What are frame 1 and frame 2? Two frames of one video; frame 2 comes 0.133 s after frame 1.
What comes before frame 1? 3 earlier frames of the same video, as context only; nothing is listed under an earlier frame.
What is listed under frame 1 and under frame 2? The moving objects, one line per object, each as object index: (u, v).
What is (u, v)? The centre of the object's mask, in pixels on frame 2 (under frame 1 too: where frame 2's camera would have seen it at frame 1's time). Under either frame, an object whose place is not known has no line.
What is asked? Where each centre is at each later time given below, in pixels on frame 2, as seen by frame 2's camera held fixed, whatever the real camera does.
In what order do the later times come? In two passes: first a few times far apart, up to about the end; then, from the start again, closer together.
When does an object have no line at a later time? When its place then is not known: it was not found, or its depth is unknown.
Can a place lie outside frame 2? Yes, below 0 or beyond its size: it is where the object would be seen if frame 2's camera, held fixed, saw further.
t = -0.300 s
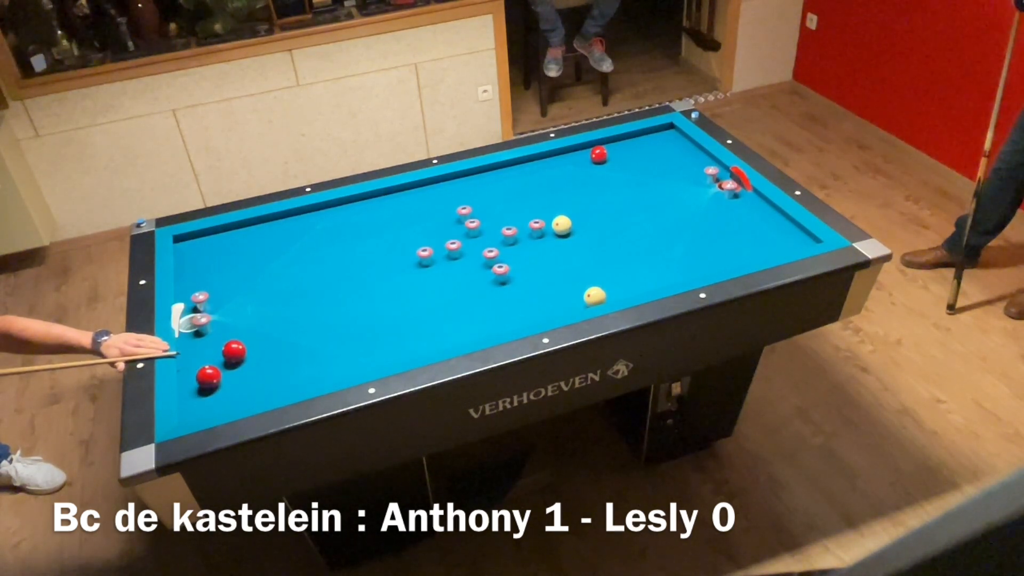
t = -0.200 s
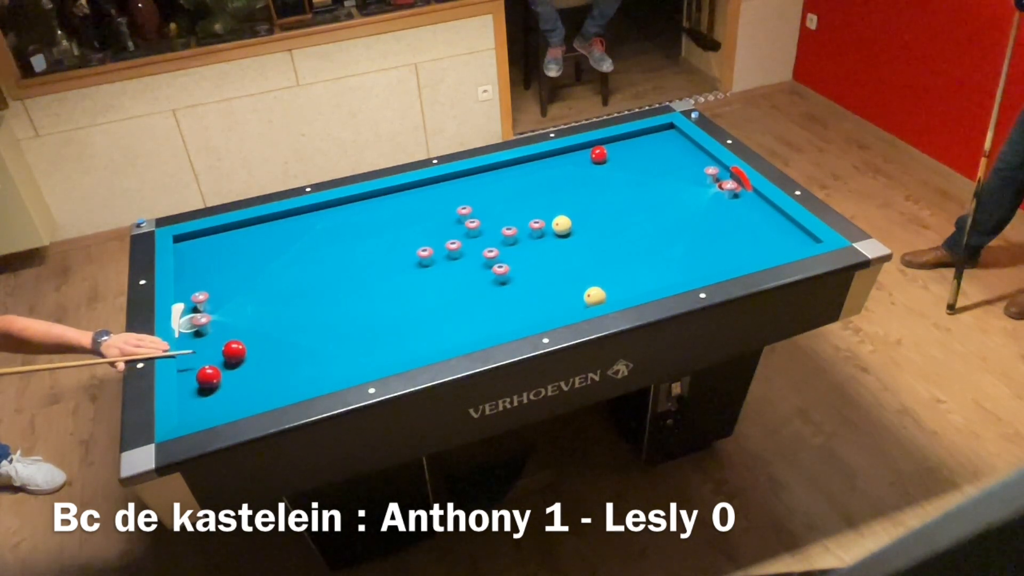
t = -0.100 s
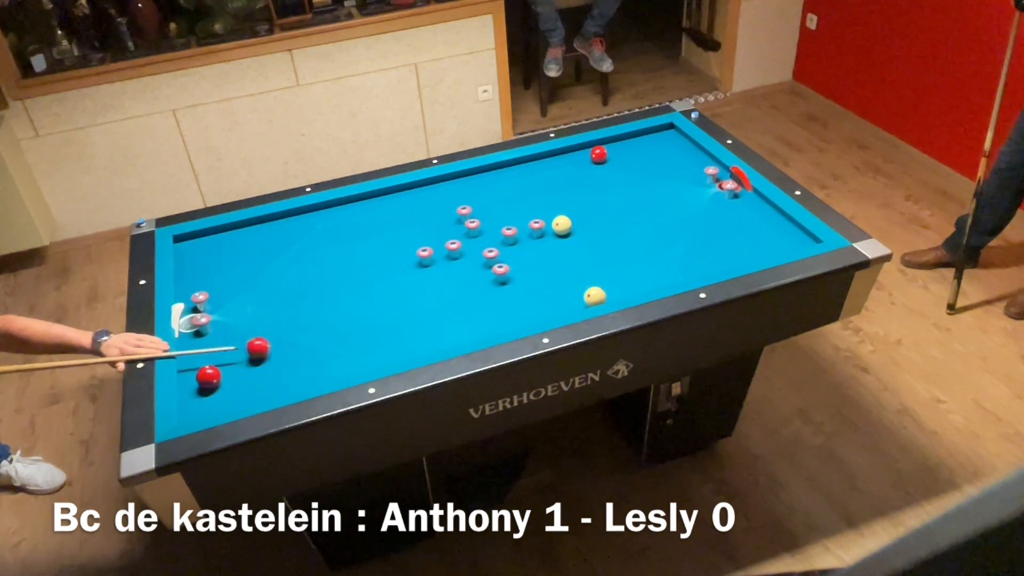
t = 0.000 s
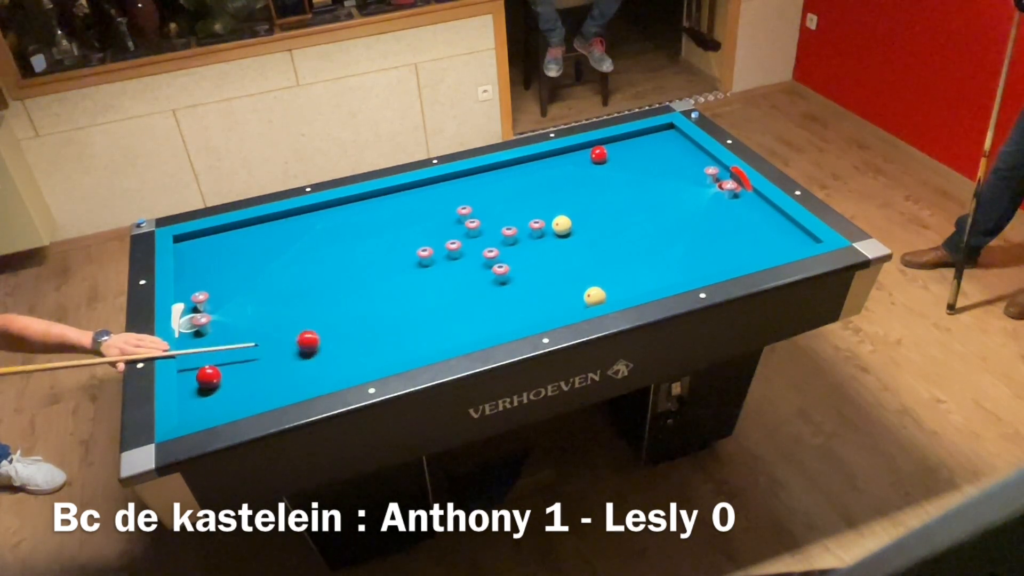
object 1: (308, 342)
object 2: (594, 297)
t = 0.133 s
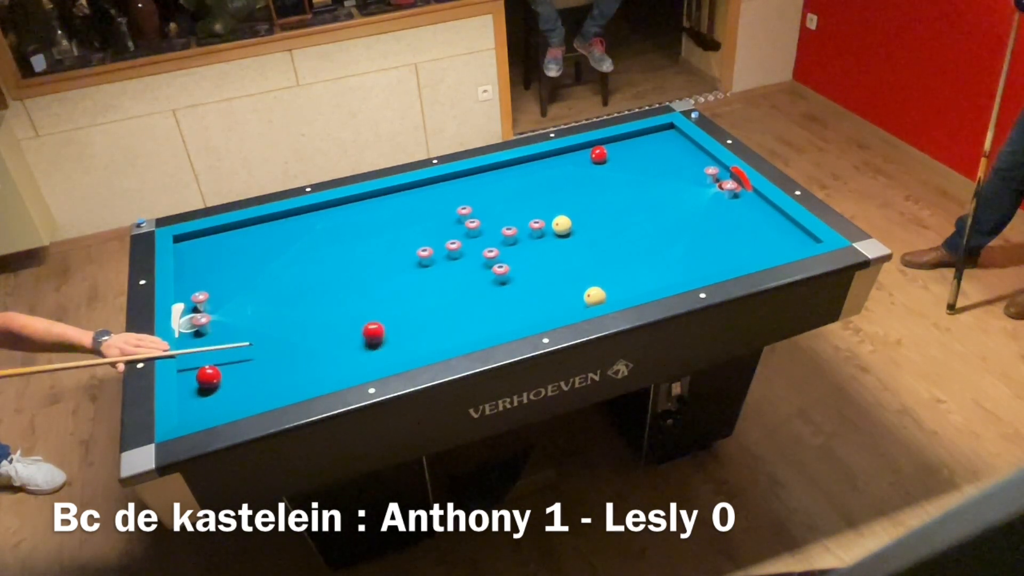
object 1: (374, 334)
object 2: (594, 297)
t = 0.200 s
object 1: (406, 329)
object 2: (594, 297)
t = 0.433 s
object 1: (516, 314)
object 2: (594, 297)
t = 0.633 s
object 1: (576, 302)
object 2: (618, 289)
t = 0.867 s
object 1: (585, 292)
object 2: (676, 269)
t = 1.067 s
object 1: (593, 281)
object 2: (719, 254)
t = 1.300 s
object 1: (602, 269)
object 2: (767, 237)
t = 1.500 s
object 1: (609, 259)
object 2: (782, 230)
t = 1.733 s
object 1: (617, 249)
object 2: (753, 236)
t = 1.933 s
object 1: (622, 241)
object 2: (727, 241)
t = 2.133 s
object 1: (628, 233)
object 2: (703, 245)
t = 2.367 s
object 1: (634, 225)
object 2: (674, 251)
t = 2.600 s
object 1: (640, 218)
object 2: (646, 256)
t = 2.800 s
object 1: (645, 212)
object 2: (623, 261)
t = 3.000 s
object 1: (649, 206)
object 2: (600, 265)
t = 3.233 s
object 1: (654, 200)
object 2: (573, 270)
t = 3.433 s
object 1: (657, 196)
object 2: (551, 274)
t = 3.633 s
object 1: (661, 192)
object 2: (530, 279)
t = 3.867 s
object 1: (664, 187)
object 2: (510, 284)
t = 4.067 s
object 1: (667, 184)
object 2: (502, 291)
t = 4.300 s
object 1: (670, 180)
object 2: (494, 298)
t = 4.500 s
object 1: (672, 178)
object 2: (487, 303)
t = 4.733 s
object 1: (675, 175)
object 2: (480, 310)
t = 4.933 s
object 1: (677, 173)
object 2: (474, 315)
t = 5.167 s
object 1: (678, 171)
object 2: (467, 321)
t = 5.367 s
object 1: (680, 169)
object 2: (461, 326)
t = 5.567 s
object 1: (681, 168)
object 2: (456, 329)
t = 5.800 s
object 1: (682, 167)
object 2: (451, 333)
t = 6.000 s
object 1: (682, 166)
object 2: (446, 336)
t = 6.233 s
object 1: (682, 166)
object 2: (442, 338)
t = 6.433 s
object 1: (682, 167)
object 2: (439, 340)
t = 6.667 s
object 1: (682, 167)
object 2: (436, 342)
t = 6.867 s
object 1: (682, 167)
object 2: (434, 343)
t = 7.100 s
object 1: (682, 166)
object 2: (433, 343)
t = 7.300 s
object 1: (682, 167)
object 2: (432, 344)
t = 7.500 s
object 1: (682, 167)
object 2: (432, 344)
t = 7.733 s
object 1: (682, 166)
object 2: (432, 344)
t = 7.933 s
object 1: (682, 167)
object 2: (432, 344)
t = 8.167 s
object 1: (682, 167)
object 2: (432, 344)
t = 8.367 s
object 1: (682, 167)
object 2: (432, 344)
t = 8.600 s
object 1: (682, 167)
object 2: (432, 344)
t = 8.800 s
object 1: (682, 167)
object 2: (432, 344)
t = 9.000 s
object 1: (682, 166)
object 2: (432, 344)
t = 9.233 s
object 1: (682, 167)
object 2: (432, 344)
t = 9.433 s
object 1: (682, 167)
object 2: (432, 344)
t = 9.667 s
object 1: (682, 167)
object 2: (432, 344)
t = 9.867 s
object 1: (682, 167)
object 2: (432, 344)
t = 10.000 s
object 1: (682, 167)
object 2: (432, 344)
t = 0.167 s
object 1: (389, 331)
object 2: (594, 297)
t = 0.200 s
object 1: (406, 329)
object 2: (594, 297)
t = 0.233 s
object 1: (422, 327)
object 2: (594, 297)
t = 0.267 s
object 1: (437, 325)
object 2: (594, 297)
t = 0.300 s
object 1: (453, 323)
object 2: (594, 297)
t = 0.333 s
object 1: (469, 320)
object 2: (594, 297)
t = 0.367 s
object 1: (485, 318)
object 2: (594, 297)
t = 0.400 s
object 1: (500, 317)
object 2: (594, 297)
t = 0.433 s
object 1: (516, 314)
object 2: (594, 297)
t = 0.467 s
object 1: (531, 311)
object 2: (594, 297)
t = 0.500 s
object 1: (546, 309)
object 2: (594, 297)
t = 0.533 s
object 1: (561, 306)
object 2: (594, 297)
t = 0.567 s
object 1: (575, 303)
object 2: (596, 296)
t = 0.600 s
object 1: (576, 303)
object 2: (607, 293)
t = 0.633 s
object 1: (576, 302)
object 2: (618, 289)
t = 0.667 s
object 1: (576, 301)
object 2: (628, 286)
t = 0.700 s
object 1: (577, 300)
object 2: (637, 283)
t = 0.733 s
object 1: (579, 298)
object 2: (645, 280)
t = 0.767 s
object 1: (580, 297)
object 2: (653, 277)
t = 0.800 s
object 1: (582, 295)
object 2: (661, 275)
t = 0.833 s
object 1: (583, 293)
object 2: (669, 272)
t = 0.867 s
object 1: (585, 292)
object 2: (676, 269)
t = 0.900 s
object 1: (586, 290)
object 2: (683, 267)
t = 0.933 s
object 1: (588, 288)
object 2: (691, 265)
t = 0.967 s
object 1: (589, 286)
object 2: (698, 262)
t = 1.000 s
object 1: (591, 284)
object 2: (705, 260)
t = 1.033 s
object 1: (592, 282)
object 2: (712, 257)
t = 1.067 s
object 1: (593, 281)
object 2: (719, 254)
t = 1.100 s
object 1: (594, 279)
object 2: (726, 252)
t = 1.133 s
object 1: (596, 277)
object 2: (733, 249)
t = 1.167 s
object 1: (597, 275)
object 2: (740, 247)
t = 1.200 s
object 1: (598, 274)
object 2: (747, 244)
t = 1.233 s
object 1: (600, 272)
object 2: (753, 242)
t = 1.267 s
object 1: (601, 270)
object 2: (760, 240)
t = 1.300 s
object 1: (602, 269)
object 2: (767, 237)
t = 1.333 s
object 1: (603, 267)
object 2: (773, 235)
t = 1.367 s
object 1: (605, 266)
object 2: (780, 233)
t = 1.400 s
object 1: (606, 264)
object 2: (786, 230)
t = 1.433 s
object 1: (607, 263)
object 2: (793, 228)
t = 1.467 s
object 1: (608, 261)
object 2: (788, 229)
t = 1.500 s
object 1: (609, 259)
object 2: (782, 230)
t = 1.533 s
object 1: (610, 258)
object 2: (778, 231)
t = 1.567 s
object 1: (611, 256)
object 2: (774, 232)
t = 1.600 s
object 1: (612, 255)
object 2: (769, 233)
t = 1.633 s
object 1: (614, 253)
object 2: (765, 233)
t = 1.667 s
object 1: (615, 252)
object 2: (761, 234)
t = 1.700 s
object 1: (616, 251)
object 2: (757, 235)
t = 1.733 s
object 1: (617, 249)
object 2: (753, 236)
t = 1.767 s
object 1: (618, 248)
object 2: (749, 236)
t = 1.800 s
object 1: (619, 246)
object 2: (744, 237)
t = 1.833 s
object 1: (620, 245)
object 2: (740, 238)
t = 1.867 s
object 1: (621, 244)
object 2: (736, 239)
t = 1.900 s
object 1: (622, 242)
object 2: (732, 240)
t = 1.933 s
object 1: (622, 241)
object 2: (727, 241)
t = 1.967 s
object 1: (624, 240)
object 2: (723, 241)
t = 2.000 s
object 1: (625, 238)
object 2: (719, 242)
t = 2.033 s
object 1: (626, 237)
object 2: (715, 243)
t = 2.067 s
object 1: (626, 236)
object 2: (711, 244)
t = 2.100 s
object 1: (627, 234)
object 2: (707, 245)
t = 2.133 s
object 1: (628, 233)
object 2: (703, 245)
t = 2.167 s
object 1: (629, 232)
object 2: (699, 246)
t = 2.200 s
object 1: (630, 231)
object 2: (695, 247)
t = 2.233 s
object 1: (631, 230)
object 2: (691, 247)
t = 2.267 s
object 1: (632, 229)
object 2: (686, 248)
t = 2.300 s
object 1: (633, 227)
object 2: (683, 249)
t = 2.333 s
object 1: (633, 226)
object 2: (678, 250)
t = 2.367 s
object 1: (634, 225)
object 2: (674, 251)
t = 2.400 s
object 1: (635, 224)
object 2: (670, 251)
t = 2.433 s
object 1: (636, 223)
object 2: (666, 252)
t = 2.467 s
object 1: (637, 222)
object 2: (662, 253)
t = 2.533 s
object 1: (639, 220)
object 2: (654, 255)
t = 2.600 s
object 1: (640, 218)
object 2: (646, 256)
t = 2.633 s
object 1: (641, 217)
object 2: (642, 257)
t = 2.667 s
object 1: (642, 216)
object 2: (638, 258)
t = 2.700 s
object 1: (643, 215)
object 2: (635, 258)
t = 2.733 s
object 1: (643, 213)
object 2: (631, 259)
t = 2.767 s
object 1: (644, 212)
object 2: (627, 260)
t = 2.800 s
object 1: (645, 212)
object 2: (623, 261)
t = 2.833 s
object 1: (645, 211)
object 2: (619, 261)
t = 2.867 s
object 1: (646, 210)
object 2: (615, 262)
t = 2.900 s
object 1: (647, 209)
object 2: (611, 263)
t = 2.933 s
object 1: (648, 208)
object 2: (607, 264)
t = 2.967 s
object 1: (649, 207)
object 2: (603, 265)
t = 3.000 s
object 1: (649, 206)
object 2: (600, 265)
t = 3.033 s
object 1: (650, 205)
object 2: (596, 266)
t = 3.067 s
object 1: (651, 205)
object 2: (592, 267)
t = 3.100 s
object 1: (651, 204)
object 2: (589, 268)
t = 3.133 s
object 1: (652, 203)
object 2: (585, 268)
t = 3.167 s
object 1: (652, 202)
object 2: (581, 269)
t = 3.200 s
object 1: (653, 201)
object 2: (577, 270)
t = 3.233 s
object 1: (654, 200)
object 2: (573, 270)
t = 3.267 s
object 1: (655, 200)
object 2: (570, 271)
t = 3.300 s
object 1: (655, 199)
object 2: (566, 272)
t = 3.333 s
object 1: (656, 198)
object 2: (562, 272)
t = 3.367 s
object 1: (656, 197)
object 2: (559, 273)
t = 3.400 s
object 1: (657, 197)
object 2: (555, 274)
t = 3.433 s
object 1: (657, 196)
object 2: (551, 274)
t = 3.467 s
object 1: (658, 195)
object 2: (548, 275)
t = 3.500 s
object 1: (659, 194)
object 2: (544, 276)
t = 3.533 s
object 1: (659, 194)
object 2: (540, 277)
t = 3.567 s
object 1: (660, 193)
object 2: (537, 277)
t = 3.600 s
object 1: (660, 192)
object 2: (534, 278)
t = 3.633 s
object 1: (661, 192)
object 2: (530, 279)
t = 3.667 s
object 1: (661, 191)
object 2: (526, 279)
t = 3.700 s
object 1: (662, 190)
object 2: (523, 280)
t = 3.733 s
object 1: (662, 190)
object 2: (519, 281)
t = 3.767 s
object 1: (663, 189)
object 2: (516, 282)
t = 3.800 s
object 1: (663, 189)
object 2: (512, 282)
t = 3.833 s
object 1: (664, 188)
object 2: (511, 283)
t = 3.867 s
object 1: (664, 187)
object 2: (510, 284)
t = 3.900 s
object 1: (665, 187)
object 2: (508, 285)
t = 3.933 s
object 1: (665, 186)
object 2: (507, 286)
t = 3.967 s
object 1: (666, 186)
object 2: (506, 287)
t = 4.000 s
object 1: (666, 185)
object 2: (504, 288)
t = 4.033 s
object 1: (667, 185)
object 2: (503, 290)
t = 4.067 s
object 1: (667, 184)
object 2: (502, 291)
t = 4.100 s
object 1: (668, 184)
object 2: (501, 291)
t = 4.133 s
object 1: (668, 183)
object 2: (500, 292)
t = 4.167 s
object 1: (668, 182)
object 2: (499, 293)
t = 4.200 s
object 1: (669, 182)
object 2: (498, 294)
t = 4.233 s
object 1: (669, 181)
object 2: (496, 296)
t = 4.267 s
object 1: (670, 181)
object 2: (495, 297)
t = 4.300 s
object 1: (670, 180)
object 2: (494, 298)
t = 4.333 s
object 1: (670, 180)
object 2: (493, 298)
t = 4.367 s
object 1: (671, 179)
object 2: (492, 299)
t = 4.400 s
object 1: (671, 179)
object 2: (491, 300)
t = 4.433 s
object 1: (672, 178)
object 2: (489, 302)
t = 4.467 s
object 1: (672, 178)
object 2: (488, 303)
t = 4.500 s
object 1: (672, 178)
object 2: (487, 303)
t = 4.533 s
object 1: (673, 177)
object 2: (486, 304)
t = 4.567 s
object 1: (673, 177)
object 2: (485, 305)
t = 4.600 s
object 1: (674, 176)
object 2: (484, 306)
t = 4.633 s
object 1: (674, 176)
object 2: (483, 307)
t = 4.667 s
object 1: (674, 176)
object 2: (482, 308)
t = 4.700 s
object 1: (675, 175)
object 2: (481, 309)
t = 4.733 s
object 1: (675, 175)
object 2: (480, 310)
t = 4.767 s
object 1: (675, 174)
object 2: (479, 311)
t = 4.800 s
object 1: (675, 174)
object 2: (478, 312)
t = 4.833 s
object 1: (676, 174)
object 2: (477, 313)
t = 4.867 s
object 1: (676, 173)
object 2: (476, 314)
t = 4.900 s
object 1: (676, 173)
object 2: (475, 315)
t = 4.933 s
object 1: (677, 173)
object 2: (474, 315)
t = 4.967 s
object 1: (677, 172)
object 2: (473, 316)
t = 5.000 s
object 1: (677, 172)
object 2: (472, 317)
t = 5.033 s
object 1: (677, 172)
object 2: (471, 318)
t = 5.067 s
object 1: (677, 172)
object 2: (470, 319)
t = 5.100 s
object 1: (678, 171)
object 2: (469, 320)
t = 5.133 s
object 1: (678, 171)
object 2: (468, 321)
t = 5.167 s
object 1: (678, 171)
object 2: (467, 321)
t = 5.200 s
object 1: (679, 170)
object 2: (466, 322)
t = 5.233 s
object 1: (679, 170)
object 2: (465, 323)
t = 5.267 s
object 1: (679, 170)
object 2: (464, 323)
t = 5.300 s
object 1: (679, 170)
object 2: (463, 324)
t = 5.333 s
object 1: (679, 170)
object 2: (462, 325)
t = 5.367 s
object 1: (680, 169)
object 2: (461, 326)
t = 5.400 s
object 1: (680, 169)
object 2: (460, 326)
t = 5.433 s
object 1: (680, 169)
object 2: (460, 327)
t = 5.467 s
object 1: (680, 169)
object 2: (459, 327)
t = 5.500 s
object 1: (681, 168)
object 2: (458, 328)
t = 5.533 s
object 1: (681, 168)
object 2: (457, 328)
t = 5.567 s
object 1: (681, 168)
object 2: (456, 329)
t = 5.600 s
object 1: (681, 168)
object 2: (456, 330)
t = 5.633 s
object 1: (681, 168)
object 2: (455, 330)
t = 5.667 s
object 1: (681, 168)
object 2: (454, 331)
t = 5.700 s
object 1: (681, 168)
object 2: (453, 331)
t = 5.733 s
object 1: (681, 167)
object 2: (452, 332)
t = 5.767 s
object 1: (681, 167)
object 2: (452, 332)
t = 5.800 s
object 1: (682, 167)
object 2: (451, 333)
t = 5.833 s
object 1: (681, 167)
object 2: (450, 334)
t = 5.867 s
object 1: (682, 167)
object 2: (449, 334)
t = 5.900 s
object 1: (682, 167)
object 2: (448, 335)
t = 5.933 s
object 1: (682, 167)
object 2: (448, 335)
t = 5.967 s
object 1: (682, 167)
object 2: (447, 335)
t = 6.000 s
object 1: (682, 166)
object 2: (446, 336)
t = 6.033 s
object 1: (682, 166)
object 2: (446, 336)
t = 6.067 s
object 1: (682, 166)
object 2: (445, 337)
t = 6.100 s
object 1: (682, 166)
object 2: (445, 337)
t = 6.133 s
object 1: (682, 166)
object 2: (444, 337)
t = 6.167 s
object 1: (682, 166)
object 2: (443, 338)
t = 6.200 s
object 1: (682, 166)
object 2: (443, 338)
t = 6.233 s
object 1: (682, 166)
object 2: (442, 338)
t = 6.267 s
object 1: (682, 166)
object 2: (442, 339)
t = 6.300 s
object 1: (682, 166)
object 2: (441, 339)
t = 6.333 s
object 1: (682, 166)
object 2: (441, 339)
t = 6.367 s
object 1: (682, 166)
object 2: (440, 340)
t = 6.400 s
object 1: (682, 166)
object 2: (440, 340)
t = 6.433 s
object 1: (682, 167)
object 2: (439, 340)
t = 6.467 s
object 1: (682, 167)
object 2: (439, 341)
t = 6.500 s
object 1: (682, 167)
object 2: (438, 341)
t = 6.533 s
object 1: (682, 167)
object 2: (438, 341)
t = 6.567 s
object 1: (682, 167)
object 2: (437, 341)
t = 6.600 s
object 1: (682, 167)
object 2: (437, 342)
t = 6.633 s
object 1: (682, 167)
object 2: (437, 342)
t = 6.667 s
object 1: (682, 167)
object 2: (436, 342)
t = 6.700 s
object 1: (682, 167)
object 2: (436, 342)
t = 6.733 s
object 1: (682, 167)
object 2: (436, 343)
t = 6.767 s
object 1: (682, 167)
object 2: (435, 343)
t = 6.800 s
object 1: (682, 167)
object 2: (435, 343)
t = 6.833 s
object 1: (682, 167)
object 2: (435, 343)
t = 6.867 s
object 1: (682, 167)
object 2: (434, 343)
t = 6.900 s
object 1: (682, 167)
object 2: (434, 343)
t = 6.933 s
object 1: (682, 167)
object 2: (434, 343)
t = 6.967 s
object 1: (682, 167)
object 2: (433, 343)
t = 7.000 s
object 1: (682, 167)
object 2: (433, 343)
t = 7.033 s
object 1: (682, 166)
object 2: (433, 343)
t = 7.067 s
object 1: (682, 167)
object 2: (433, 343)
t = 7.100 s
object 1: (682, 166)
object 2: (433, 343)
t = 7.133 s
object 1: (682, 167)
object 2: (433, 343)
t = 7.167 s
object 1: (682, 167)
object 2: (432, 343)
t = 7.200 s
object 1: (682, 167)
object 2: (432, 344)
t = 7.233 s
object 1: (682, 167)
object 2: (432, 344)
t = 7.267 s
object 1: (682, 167)
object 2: (432, 344)
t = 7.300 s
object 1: (682, 167)
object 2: (432, 344)
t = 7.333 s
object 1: (682, 167)
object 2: (432, 344)
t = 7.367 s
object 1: (682, 167)
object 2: (432, 344)
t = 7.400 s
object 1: (682, 167)
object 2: (432, 344)
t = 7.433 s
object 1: (682, 167)
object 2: (432, 344)
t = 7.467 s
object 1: (682, 167)
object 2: (432, 344)
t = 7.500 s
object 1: (682, 167)
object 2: (432, 344)
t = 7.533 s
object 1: (682, 167)
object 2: (432, 344)
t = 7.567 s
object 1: (682, 167)
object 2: (432, 344)
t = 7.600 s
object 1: (682, 167)
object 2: (432, 344)
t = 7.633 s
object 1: (682, 167)
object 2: (432, 344)
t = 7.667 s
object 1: (682, 167)
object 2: (432, 344)
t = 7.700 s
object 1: (682, 166)
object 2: (432, 344)
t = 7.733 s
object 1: (682, 166)
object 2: (432, 344)
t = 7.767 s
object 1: (682, 166)
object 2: (432, 344)
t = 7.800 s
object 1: (682, 167)
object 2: (432, 344)
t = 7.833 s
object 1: (682, 167)
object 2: (432, 344)
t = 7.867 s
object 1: (682, 166)
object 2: (432, 344)
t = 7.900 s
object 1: (682, 167)
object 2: (432, 344)
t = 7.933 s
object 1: (682, 167)
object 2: (432, 344)
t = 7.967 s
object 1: (682, 167)
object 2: (432, 344)
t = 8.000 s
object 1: (682, 167)
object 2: (432, 344)
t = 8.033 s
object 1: (682, 167)
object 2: (432, 344)
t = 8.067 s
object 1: (682, 167)
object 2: (432, 344)
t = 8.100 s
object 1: (682, 167)
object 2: (432, 344)
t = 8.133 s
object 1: (682, 167)
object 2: (432, 344)
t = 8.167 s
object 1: (682, 167)
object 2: (432, 344)
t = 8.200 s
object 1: (682, 167)
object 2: (432, 344)
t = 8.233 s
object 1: (682, 167)
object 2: (432, 344)
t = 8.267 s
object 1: (682, 167)
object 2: (432, 344)
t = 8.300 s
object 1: (682, 167)
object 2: (432, 344)
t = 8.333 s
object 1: (682, 167)
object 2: (432, 344)
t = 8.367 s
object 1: (682, 167)
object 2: (432, 344)
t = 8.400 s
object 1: (682, 167)
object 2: (432, 344)
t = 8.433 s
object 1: (682, 167)
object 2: (432, 344)
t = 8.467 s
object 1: (682, 167)
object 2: (432, 344)
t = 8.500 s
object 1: (682, 167)
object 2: (432, 344)
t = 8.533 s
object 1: (682, 167)
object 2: (432, 344)
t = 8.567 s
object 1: (682, 167)
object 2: (432, 344)
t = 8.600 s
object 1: (682, 167)
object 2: (432, 344)
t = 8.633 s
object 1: (682, 167)
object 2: (432, 344)
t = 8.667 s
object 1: (682, 166)
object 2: (432, 344)
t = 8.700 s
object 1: (682, 167)
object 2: (432, 344)
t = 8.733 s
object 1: (682, 167)
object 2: (432, 344)
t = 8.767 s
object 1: (682, 167)
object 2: (432, 344)
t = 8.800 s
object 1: (682, 167)
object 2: (432, 344)
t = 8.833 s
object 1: (682, 167)
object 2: (432, 344)
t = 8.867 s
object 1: (682, 167)
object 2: (432, 344)
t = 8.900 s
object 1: (682, 167)
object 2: (432, 344)
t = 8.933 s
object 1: (682, 167)
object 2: (432, 344)
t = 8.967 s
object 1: (682, 167)
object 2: (432, 344)
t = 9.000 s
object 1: (682, 166)
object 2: (432, 344)
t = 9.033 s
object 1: (682, 167)
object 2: (432, 344)
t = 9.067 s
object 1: (682, 167)
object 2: (432, 344)
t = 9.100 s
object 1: (682, 167)
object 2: (432, 344)
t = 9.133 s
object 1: (682, 167)
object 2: (432, 344)
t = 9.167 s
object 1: (682, 167)
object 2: (432, 344)
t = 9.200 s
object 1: (682, 167)
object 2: (432, 344)
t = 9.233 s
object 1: (682, 167)
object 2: (432, 344)
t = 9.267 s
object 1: (682, 167)
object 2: (432, 344)
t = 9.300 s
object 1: (682, 167)
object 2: (432, 344)
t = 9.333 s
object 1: (682, 167)
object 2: (432, 344)
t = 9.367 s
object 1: (682, 166)
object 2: (432, 344)
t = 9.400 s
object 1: (682, 167)
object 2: (432, 344)
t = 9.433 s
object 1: (682, 167)
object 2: (432, 344)
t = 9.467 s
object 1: (682, 167)
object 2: (432, 344)
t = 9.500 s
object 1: (682, 167)
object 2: (432, 344)
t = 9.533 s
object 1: (682, 167)
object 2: (432, 344)
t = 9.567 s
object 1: (682, 167)
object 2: (432, 344)
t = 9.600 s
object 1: (682, 166)
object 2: (432, 344)
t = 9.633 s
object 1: (682, 167)
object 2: (432, 344)
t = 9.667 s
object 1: (682, 167)
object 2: (432, 344)
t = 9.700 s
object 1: (682, 167)
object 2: (432, 344)
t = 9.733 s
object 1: (682, 167)
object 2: (432, 344)
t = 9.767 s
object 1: (682, 167)
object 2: (432, 344)
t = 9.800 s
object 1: (682, 166)
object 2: (432, 344)
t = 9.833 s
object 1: (682, 167)
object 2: (432, 344)
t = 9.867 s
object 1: (682, 167)
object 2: (432, 344)
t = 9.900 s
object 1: (682, 167)
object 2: (432, 344)
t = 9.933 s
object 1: (682, 167)
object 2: (432, 344)
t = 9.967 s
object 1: (682, 167)
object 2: (432, 344)
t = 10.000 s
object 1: (682, 167)
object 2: (432, 344)
